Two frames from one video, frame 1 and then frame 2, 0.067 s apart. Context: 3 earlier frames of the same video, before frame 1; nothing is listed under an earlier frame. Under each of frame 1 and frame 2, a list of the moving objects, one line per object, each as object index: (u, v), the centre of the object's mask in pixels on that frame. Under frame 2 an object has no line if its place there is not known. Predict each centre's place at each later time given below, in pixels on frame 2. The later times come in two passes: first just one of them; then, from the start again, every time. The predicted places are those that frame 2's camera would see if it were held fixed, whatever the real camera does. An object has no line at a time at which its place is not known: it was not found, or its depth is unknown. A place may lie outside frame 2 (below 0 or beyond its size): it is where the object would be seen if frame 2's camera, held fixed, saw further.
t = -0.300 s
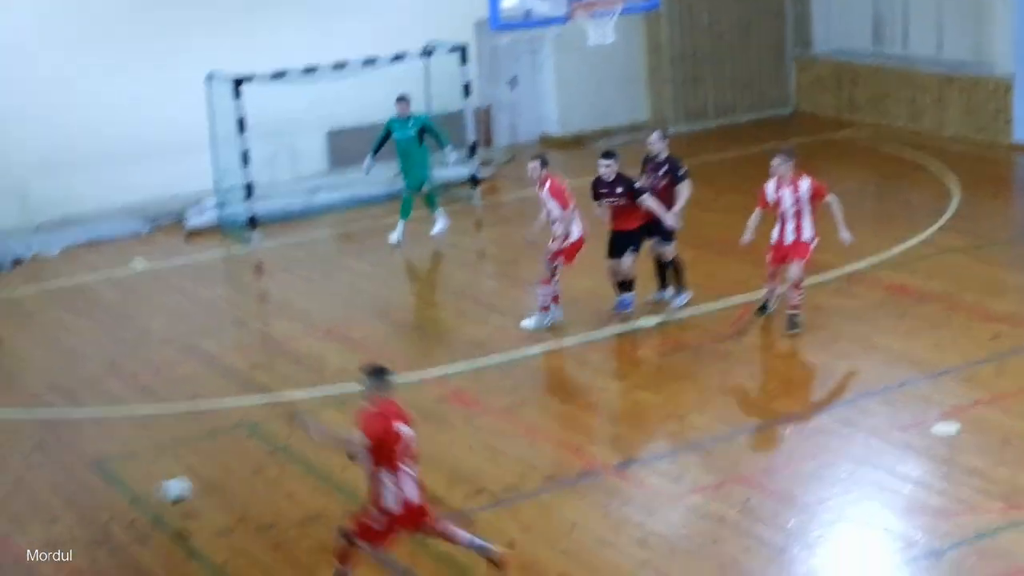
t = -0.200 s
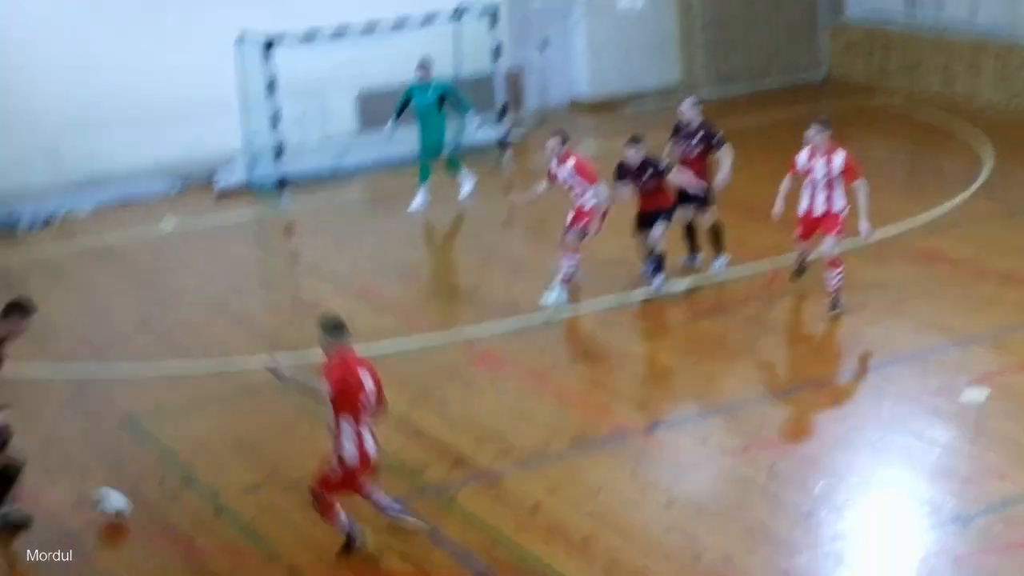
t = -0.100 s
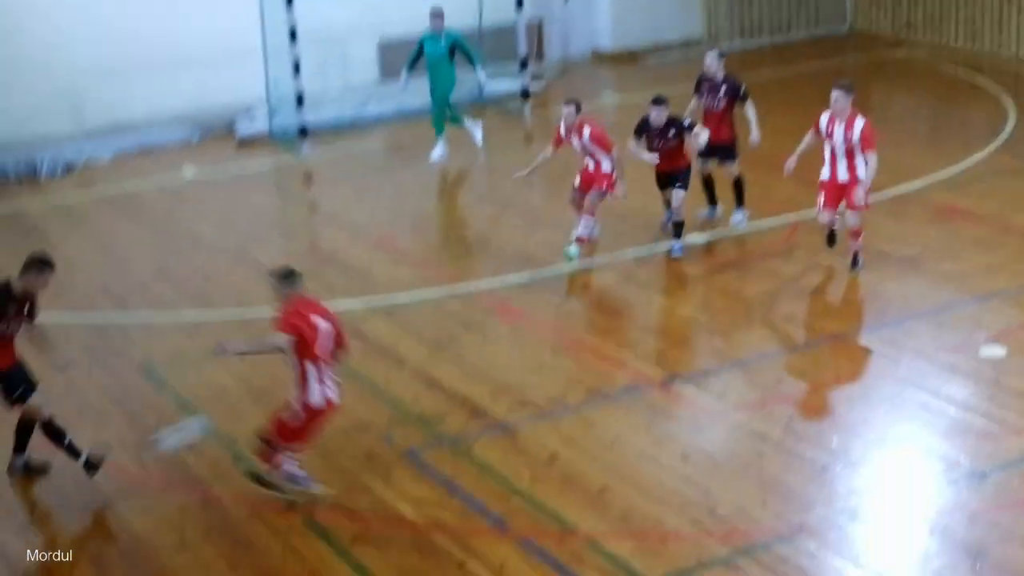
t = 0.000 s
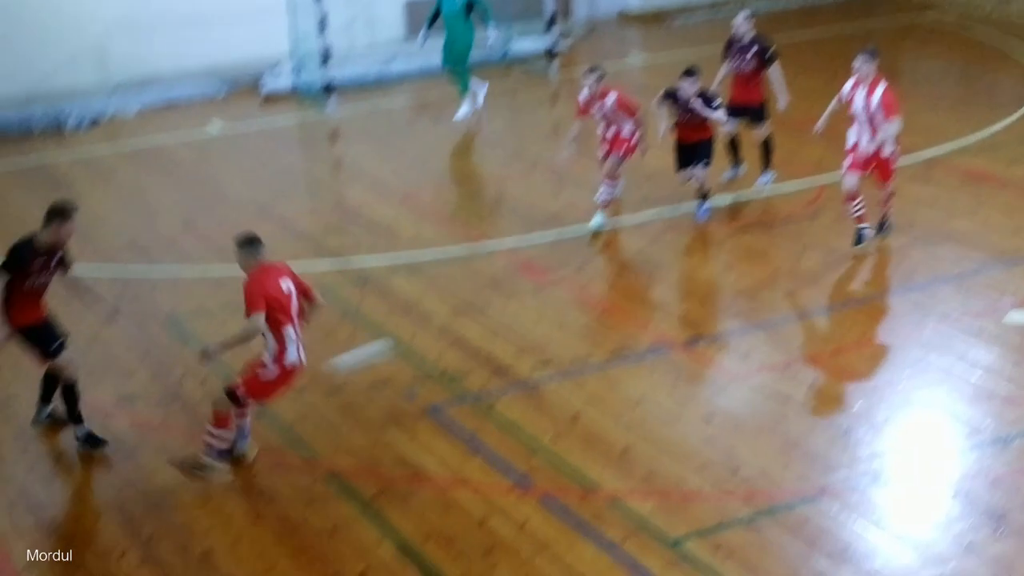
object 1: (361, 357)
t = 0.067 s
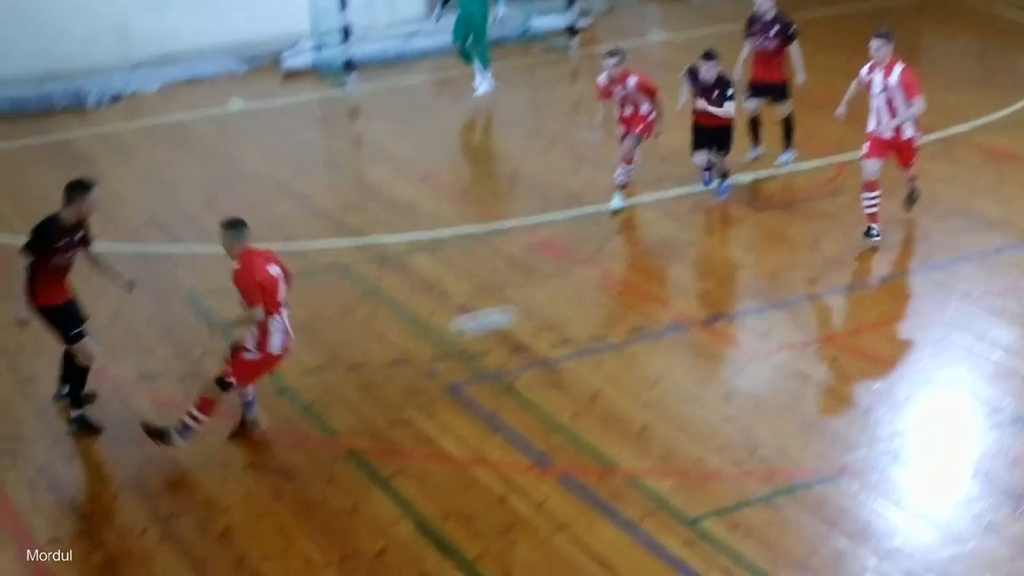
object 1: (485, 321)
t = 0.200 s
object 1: (689, 310)
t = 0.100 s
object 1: (538, 316)
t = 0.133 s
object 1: (588, 312)
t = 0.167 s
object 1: (639, 311)
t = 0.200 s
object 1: (689, 310)
